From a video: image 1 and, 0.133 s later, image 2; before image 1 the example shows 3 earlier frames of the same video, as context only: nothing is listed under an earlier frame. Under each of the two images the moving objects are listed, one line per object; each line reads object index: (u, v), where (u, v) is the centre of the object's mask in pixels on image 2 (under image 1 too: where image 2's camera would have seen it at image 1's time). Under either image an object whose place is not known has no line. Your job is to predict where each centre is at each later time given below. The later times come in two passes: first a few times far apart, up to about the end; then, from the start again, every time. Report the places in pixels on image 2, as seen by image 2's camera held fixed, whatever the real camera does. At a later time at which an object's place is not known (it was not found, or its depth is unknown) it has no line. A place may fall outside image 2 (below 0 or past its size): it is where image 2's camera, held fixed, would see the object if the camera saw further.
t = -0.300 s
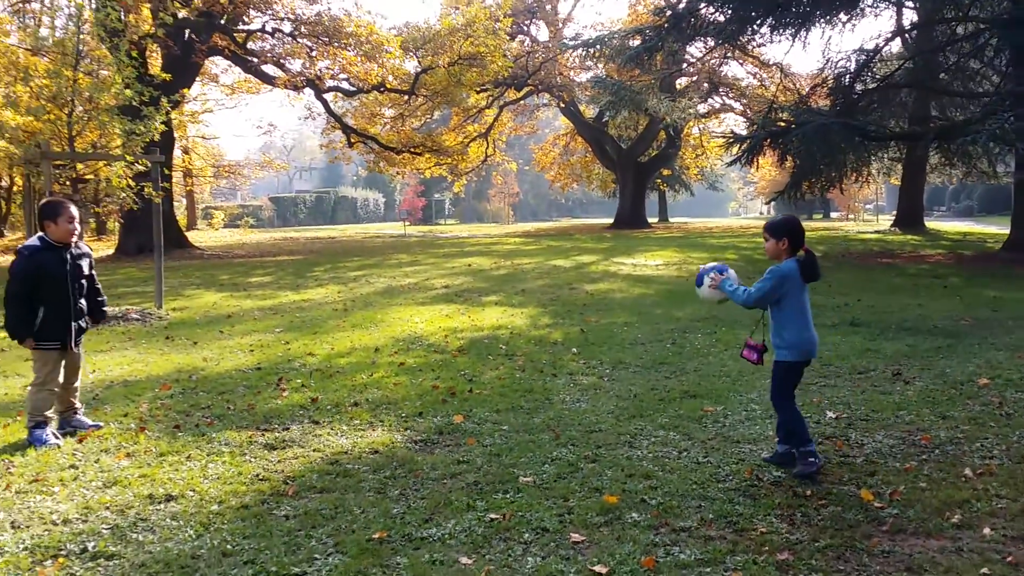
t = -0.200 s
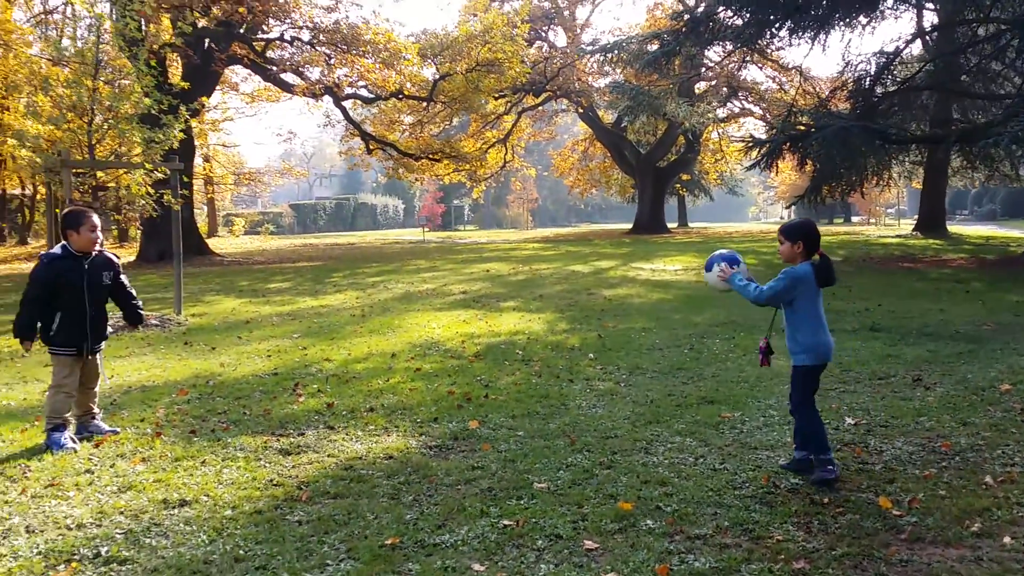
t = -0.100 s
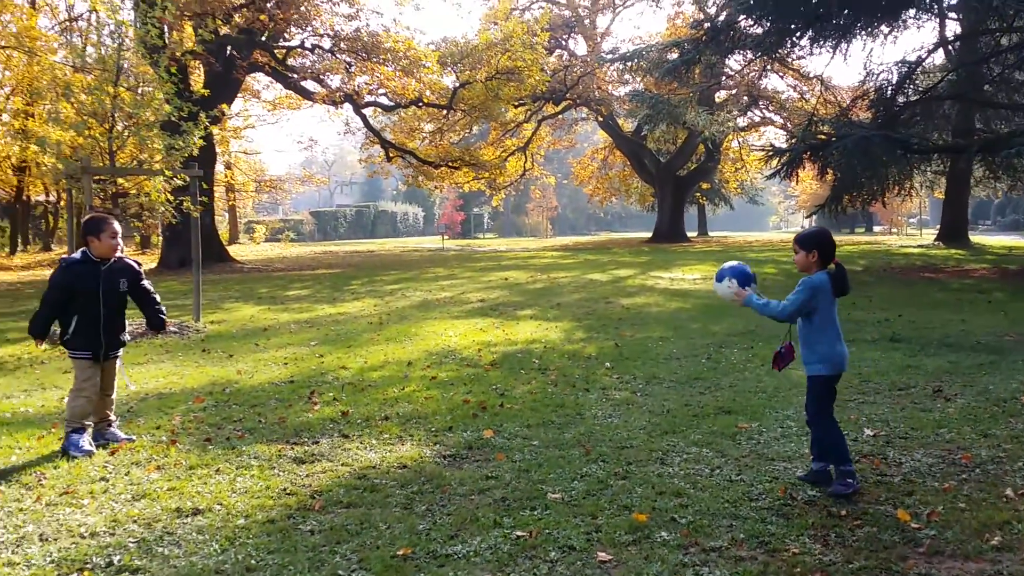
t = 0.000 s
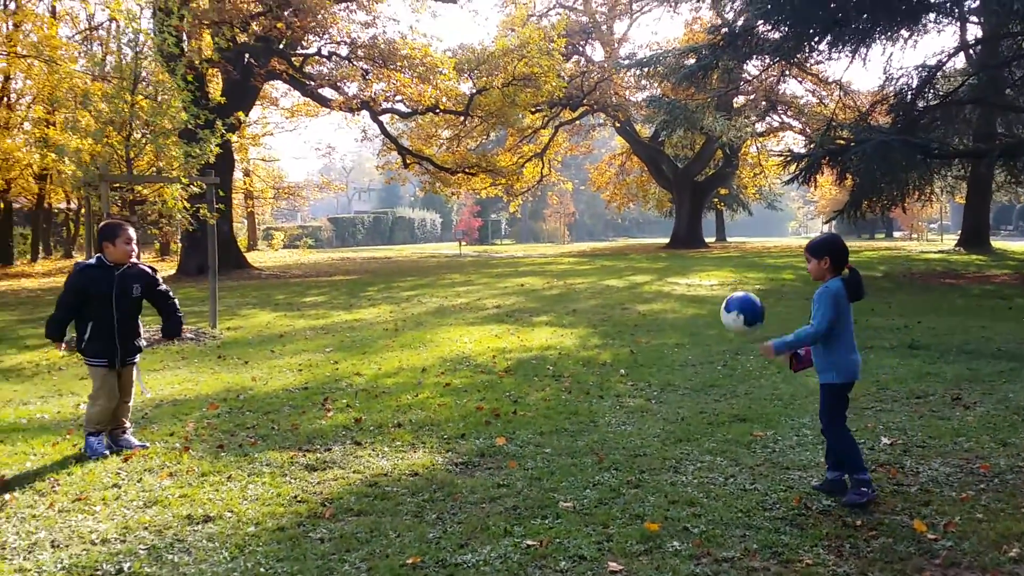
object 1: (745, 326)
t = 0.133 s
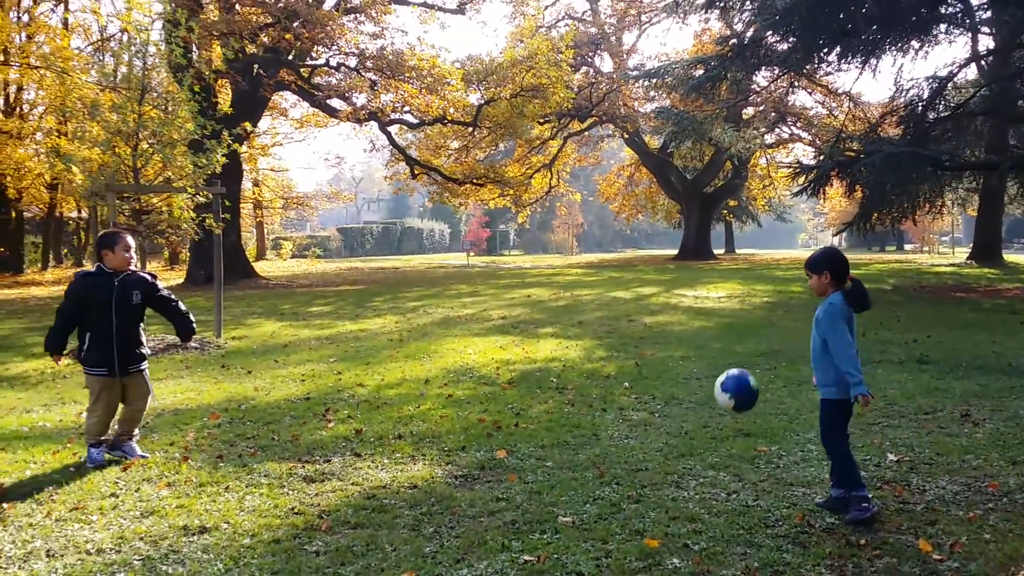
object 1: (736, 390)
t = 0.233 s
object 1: (730, 462)
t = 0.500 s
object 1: (734, 417)
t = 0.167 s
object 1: (734, 412)
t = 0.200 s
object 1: (732, 436)
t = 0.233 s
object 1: (730, 462)
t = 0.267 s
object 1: (729, 475)
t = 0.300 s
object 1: (730, 460)
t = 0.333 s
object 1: (731, 448)
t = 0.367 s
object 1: (732, 438)
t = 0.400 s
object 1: (733, 429)
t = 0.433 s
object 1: (733, 423)
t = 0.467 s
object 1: (734, 419)
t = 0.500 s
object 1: (734, 417)
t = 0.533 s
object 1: (735, 417)
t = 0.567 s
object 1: (736, 420)
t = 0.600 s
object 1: (737, 425)
